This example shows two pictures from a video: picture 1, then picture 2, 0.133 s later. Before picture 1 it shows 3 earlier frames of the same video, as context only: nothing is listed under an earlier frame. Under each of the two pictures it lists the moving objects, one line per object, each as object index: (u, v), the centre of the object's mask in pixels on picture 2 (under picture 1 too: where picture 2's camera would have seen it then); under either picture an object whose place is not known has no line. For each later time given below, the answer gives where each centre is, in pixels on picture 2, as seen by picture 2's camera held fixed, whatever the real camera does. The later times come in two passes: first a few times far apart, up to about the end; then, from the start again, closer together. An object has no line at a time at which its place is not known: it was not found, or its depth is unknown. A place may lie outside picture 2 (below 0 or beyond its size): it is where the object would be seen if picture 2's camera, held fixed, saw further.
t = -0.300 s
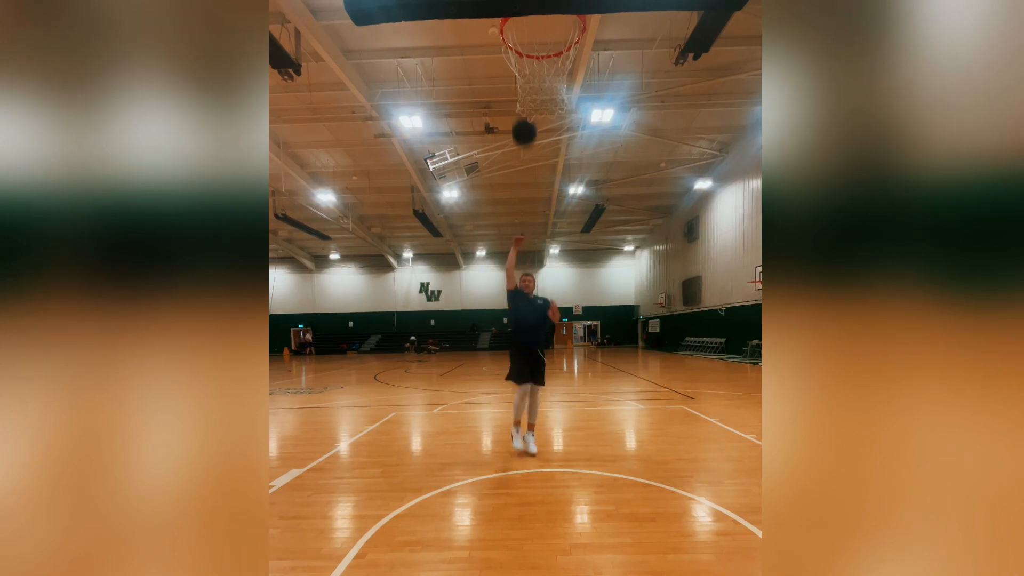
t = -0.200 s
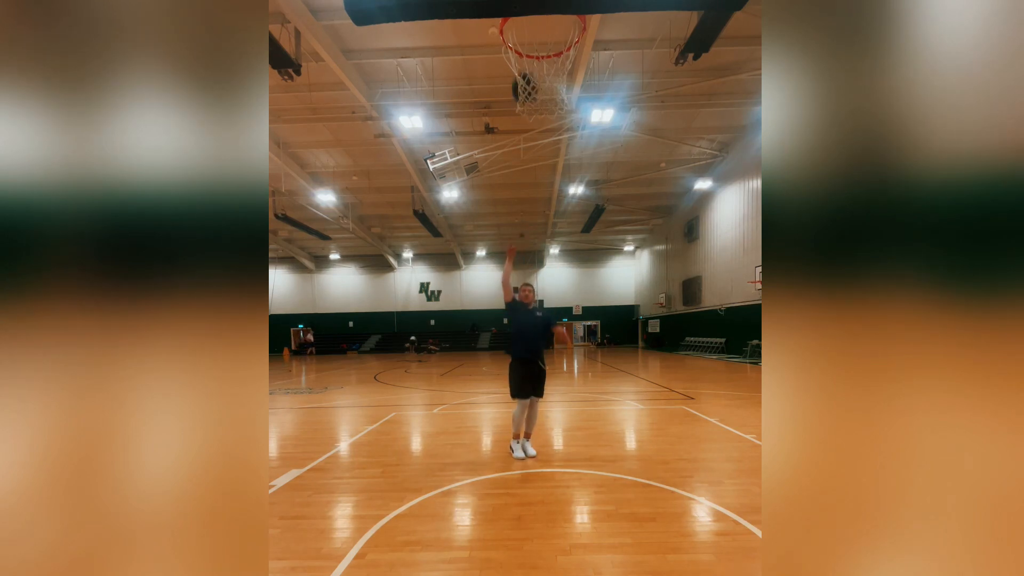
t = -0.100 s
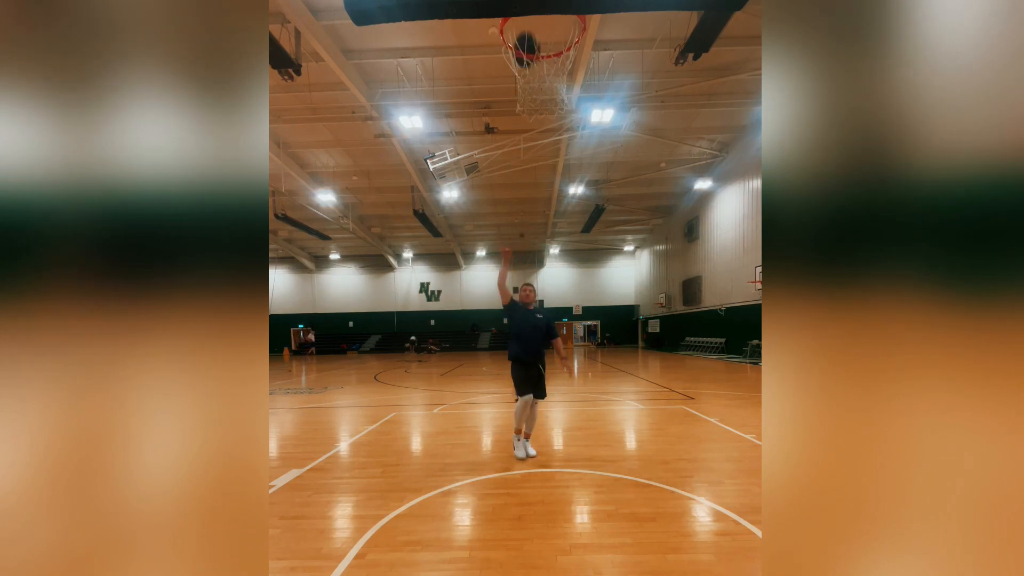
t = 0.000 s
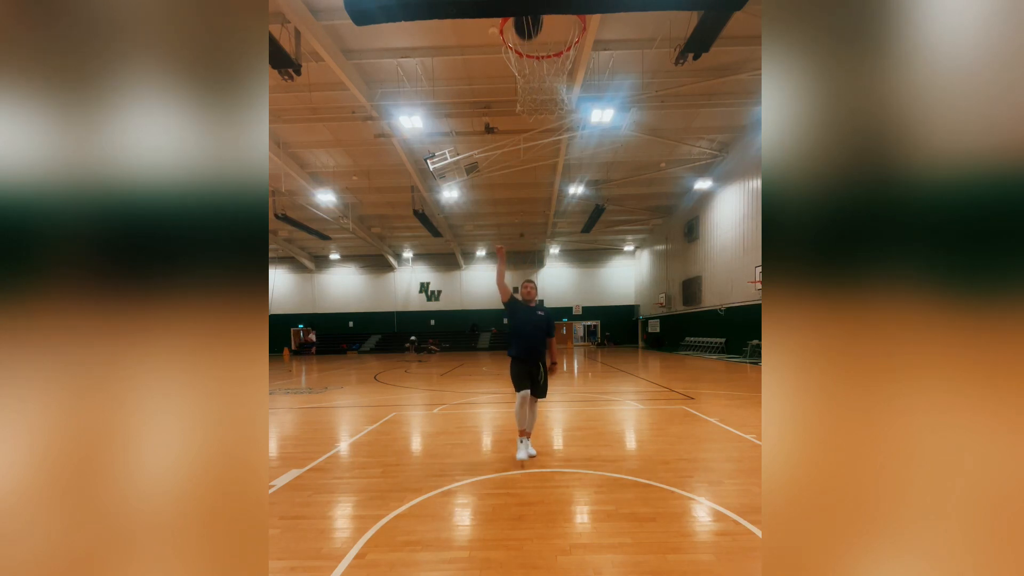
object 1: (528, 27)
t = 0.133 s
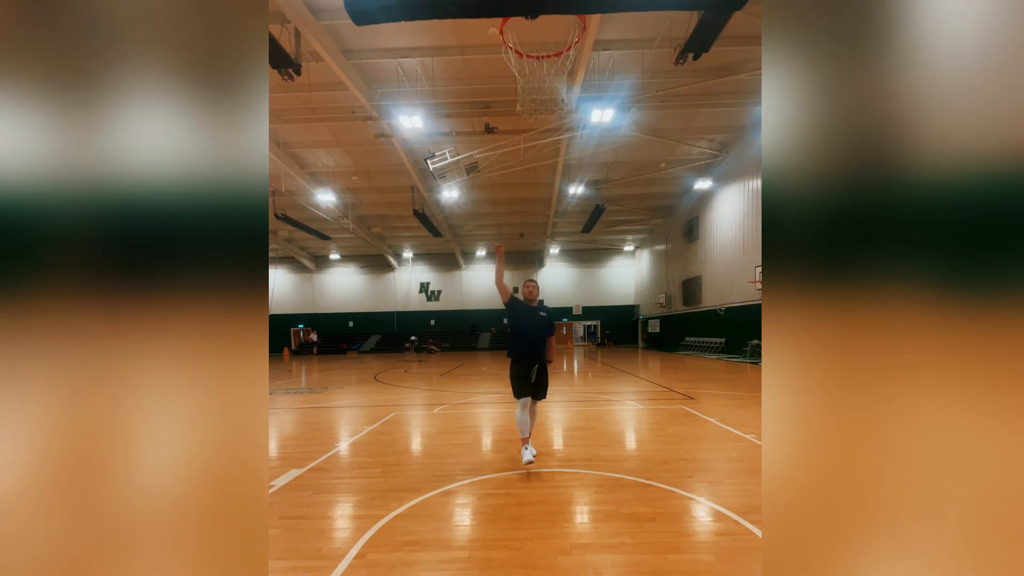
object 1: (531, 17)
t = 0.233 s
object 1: (534, 17)
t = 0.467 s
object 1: (545, 58)
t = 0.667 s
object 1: (553, 147)
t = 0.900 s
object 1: (570, 382)
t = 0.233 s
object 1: (534, 17)
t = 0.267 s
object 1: (535, 18)
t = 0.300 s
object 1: (536, 20)
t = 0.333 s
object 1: (538, 23)
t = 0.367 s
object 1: (539, 28)
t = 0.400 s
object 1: (541, 33)
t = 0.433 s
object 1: (543, 43)
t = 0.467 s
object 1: (545, 58)
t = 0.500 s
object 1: (546, 68)
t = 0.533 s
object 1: (548, 79)
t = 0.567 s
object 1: (549, 92)
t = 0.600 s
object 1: (550, 107)
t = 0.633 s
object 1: (552, 125)
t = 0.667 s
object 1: (553, 147)
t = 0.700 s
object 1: (555, 170)
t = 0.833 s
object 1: (565, 298)
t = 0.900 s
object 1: (570, 382)
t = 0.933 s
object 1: (571, 429)
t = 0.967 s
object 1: (573, 481)
